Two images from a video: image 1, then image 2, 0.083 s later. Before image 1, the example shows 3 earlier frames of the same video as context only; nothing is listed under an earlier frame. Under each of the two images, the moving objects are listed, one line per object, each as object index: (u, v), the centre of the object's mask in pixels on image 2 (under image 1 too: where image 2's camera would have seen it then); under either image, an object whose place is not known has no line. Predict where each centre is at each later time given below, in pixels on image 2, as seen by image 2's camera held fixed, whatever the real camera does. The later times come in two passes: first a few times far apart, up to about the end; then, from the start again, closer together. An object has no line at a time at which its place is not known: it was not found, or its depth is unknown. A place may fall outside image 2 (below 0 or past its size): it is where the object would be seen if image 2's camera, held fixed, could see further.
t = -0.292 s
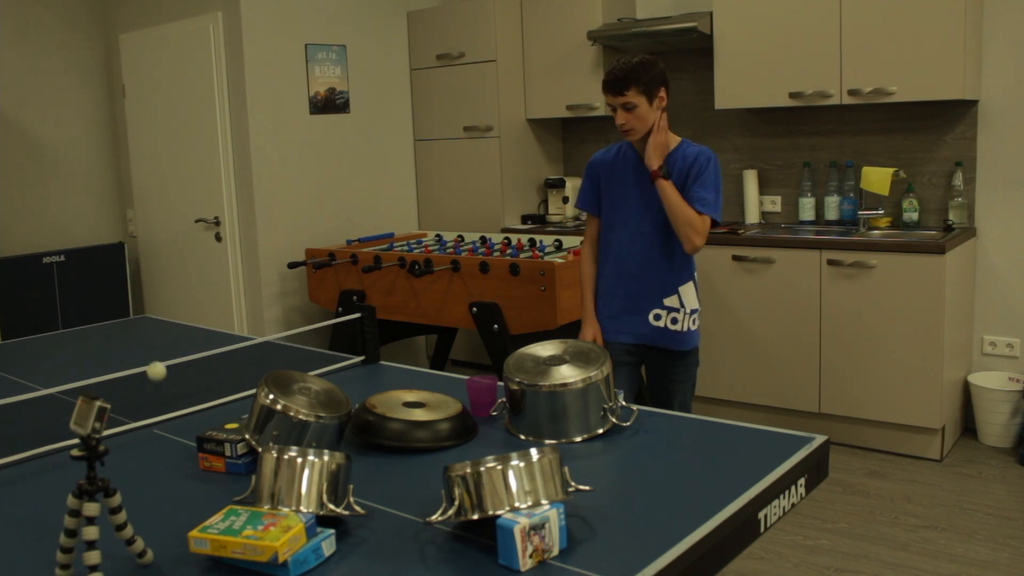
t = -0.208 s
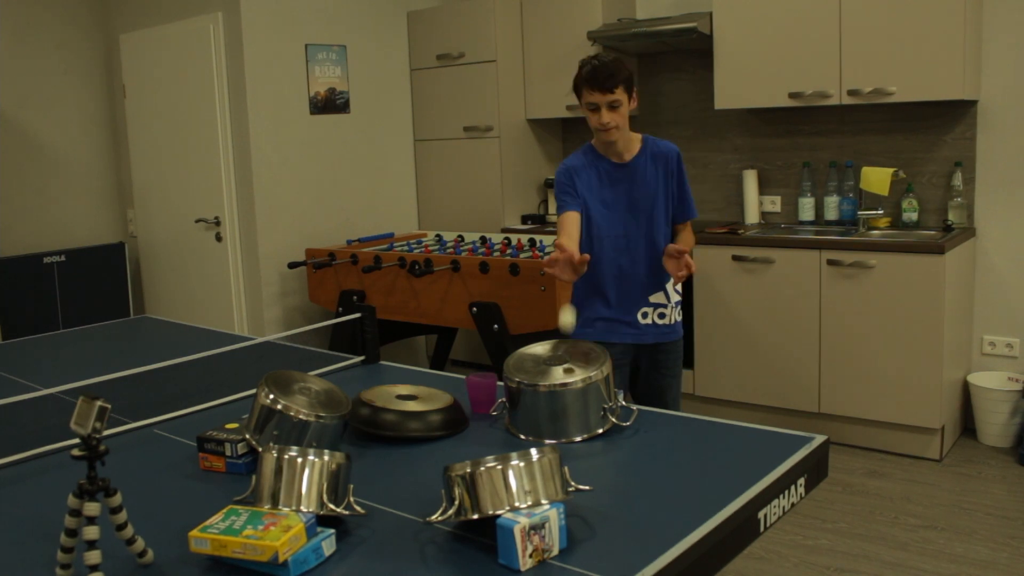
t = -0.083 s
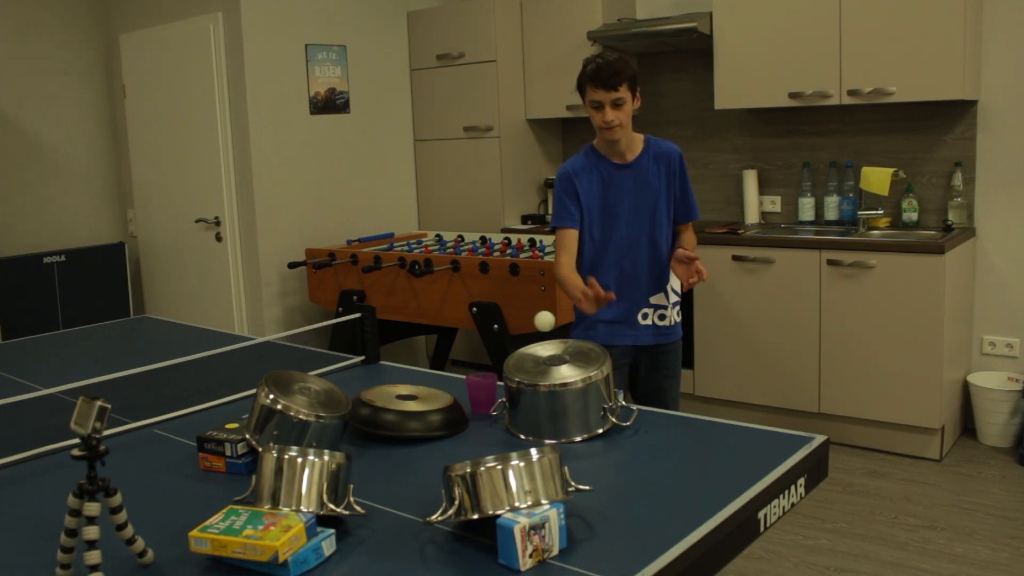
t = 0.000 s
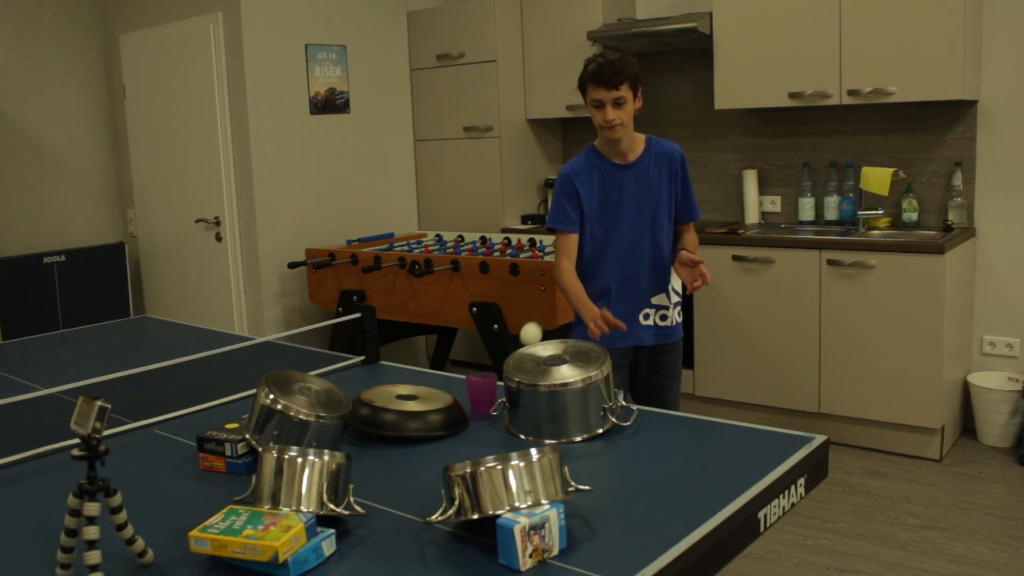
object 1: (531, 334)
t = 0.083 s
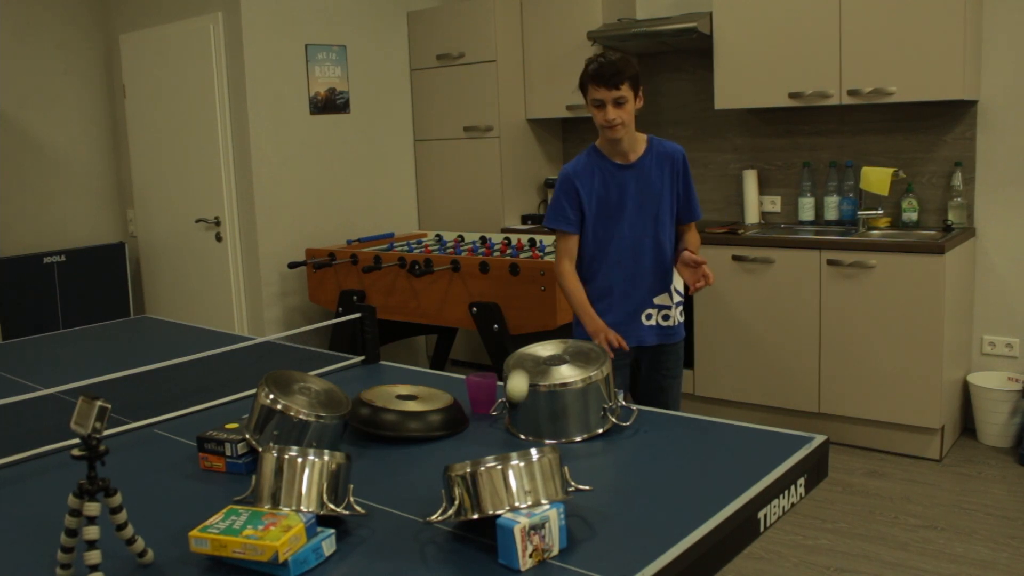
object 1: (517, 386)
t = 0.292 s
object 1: (434, 354)
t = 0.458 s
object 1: (360, 396)
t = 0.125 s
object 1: (511, 427)
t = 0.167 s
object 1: (494, 418)
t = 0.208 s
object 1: (475, 388)
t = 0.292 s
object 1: (434, 354)
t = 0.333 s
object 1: (415, 351)
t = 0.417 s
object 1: (378, 372)
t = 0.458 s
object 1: (360, 396)
